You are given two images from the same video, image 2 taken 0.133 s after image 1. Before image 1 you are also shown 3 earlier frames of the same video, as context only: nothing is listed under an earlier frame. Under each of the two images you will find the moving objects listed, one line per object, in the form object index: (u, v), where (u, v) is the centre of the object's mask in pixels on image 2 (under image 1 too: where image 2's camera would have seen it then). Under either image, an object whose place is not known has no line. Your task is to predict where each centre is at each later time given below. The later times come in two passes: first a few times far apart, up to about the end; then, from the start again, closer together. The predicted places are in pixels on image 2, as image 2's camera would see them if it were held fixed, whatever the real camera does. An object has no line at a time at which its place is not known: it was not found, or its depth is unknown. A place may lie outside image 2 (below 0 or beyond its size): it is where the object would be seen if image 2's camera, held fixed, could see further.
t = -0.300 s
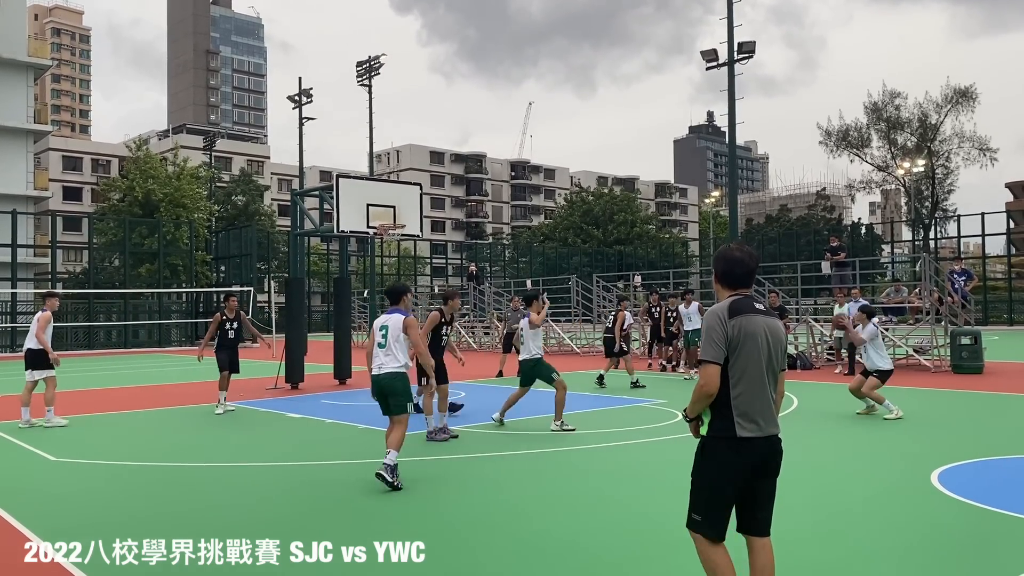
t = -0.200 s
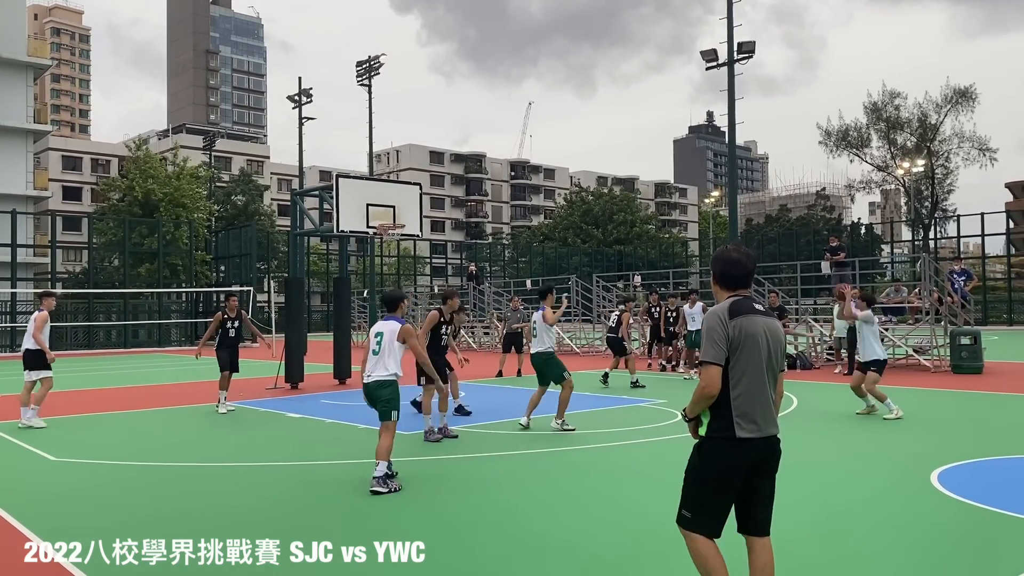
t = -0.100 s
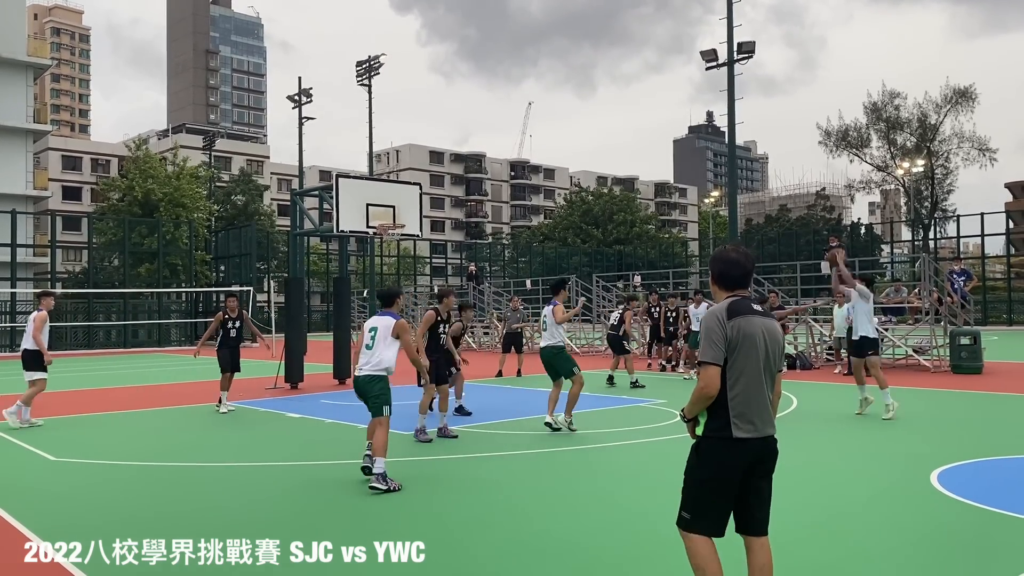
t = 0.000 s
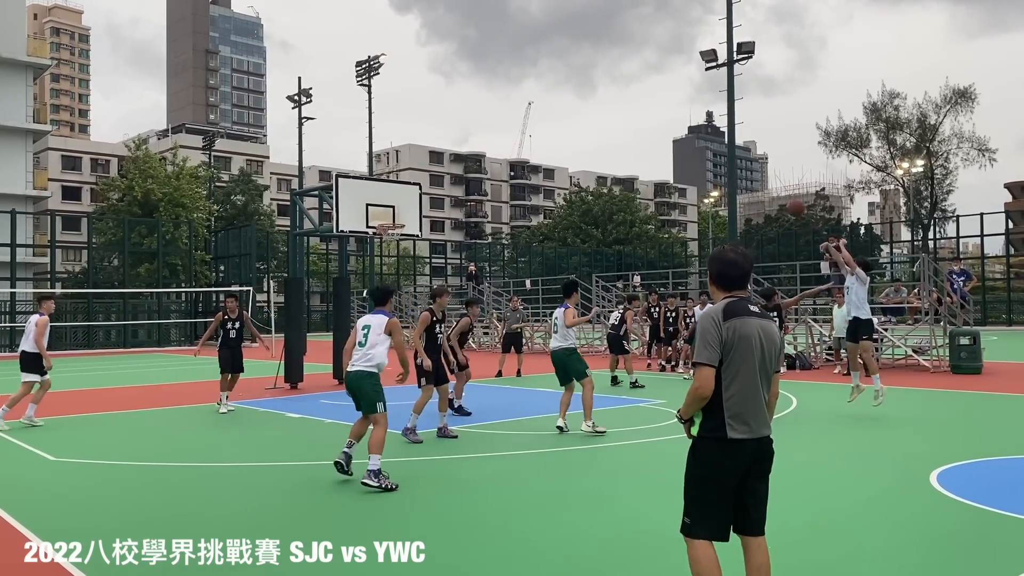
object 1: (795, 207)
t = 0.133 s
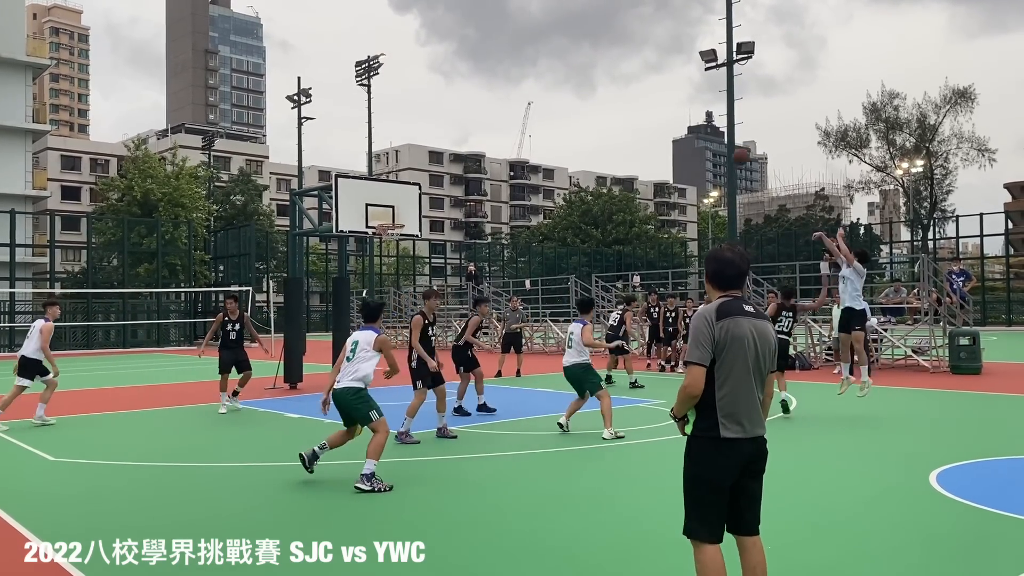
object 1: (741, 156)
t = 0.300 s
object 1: (678, 115)
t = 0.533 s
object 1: (598, 89)
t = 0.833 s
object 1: (510, 107)
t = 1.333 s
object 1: (386, 232)
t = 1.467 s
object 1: (379, 254)
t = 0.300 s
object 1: (678, 115)
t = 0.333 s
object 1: (666, 108)
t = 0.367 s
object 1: (654, 103)
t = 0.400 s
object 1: (642, 99)
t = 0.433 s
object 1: (631, 95)
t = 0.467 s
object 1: (620, 93)
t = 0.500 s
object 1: (609, 90)
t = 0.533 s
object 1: (598, 89)
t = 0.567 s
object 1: (588, 88)
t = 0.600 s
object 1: (578, 88)
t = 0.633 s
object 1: (568, 89)
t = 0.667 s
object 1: (557, 90)
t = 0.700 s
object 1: (548, 92)
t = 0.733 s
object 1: (538, 95)
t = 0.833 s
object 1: (510, 107)
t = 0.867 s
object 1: (501, 112)
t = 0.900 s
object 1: (492, 117)
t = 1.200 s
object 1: (417, 190)
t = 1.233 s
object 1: (409, 201)
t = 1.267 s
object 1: (401, 211)
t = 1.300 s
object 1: (393, 221)
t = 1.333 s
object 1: (386, 232)
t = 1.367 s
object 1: (384, 237)
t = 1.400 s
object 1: (382, 242)
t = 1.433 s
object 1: (381, 247)
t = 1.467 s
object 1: (379, 254)
